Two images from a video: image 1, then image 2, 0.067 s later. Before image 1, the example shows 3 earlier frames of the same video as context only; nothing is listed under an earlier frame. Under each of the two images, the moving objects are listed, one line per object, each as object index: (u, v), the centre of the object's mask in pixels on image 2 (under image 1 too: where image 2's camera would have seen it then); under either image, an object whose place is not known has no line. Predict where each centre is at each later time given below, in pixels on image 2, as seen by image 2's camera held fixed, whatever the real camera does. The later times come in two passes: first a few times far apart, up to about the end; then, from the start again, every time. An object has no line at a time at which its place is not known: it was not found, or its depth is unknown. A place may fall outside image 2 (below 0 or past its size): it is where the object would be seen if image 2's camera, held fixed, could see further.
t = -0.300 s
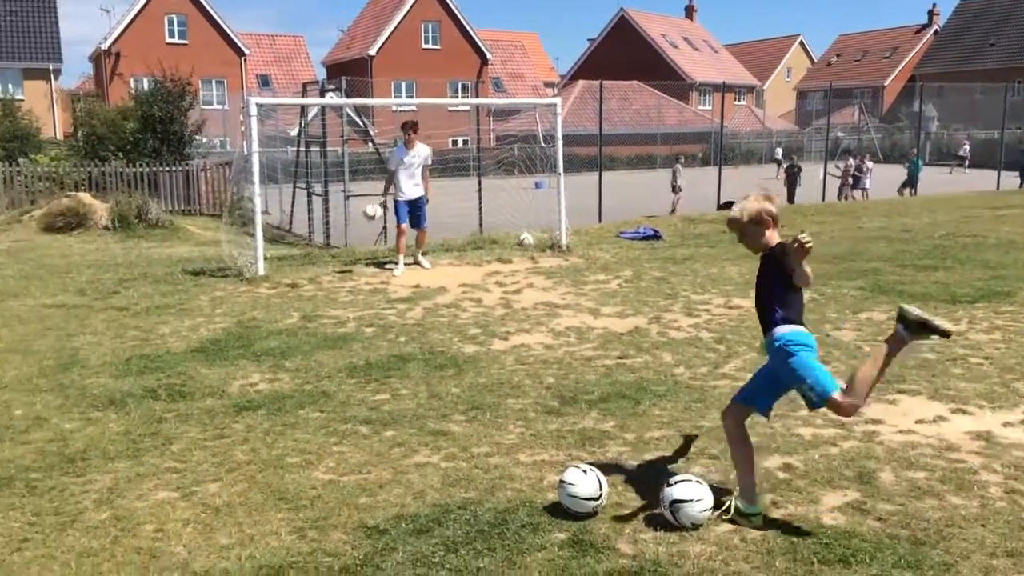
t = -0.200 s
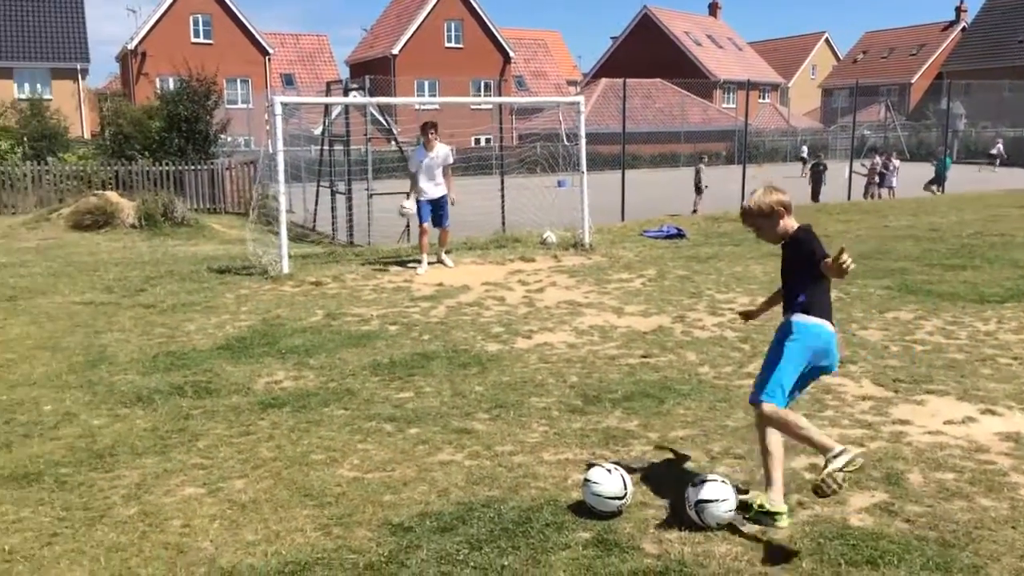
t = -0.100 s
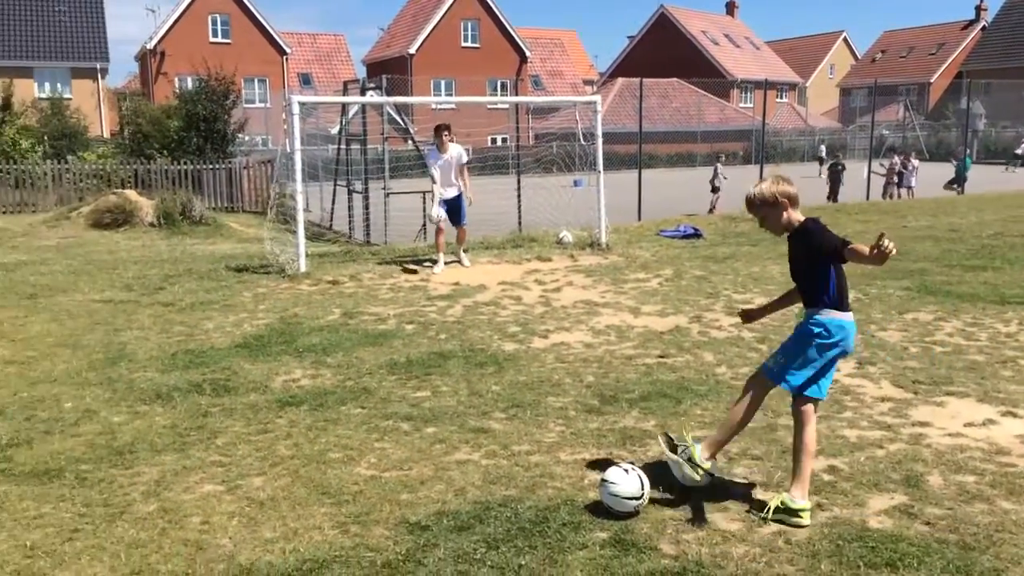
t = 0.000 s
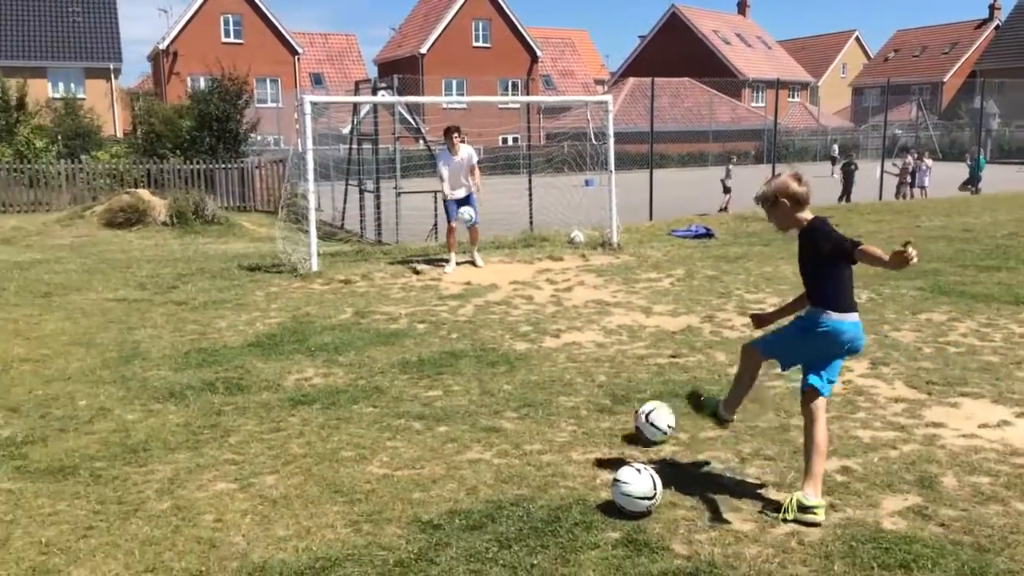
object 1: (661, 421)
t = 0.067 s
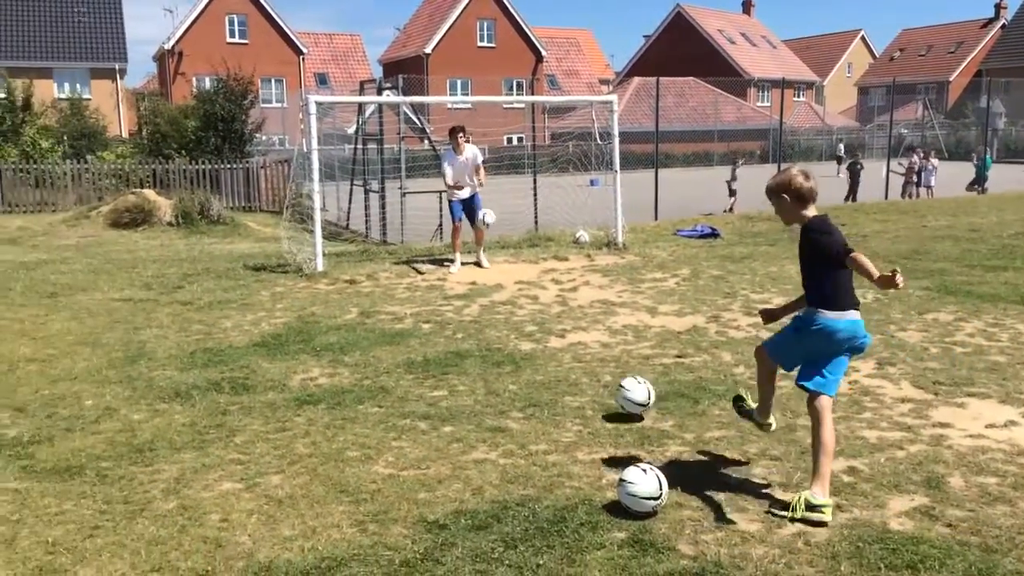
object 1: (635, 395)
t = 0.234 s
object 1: (591, 360)
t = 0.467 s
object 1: (545, 325)
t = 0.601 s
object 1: (528, 308)
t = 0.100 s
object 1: (625, 387)
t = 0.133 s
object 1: (616, 381)
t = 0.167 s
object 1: (606, 374)
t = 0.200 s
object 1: (598, 367)
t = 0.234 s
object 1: (591, 360)
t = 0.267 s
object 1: (583, 353)
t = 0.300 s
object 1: (575, 346)
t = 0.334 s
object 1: (570, 345)
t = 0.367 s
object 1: (563, 341)
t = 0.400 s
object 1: (557, 334)
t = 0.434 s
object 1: (551, 329)
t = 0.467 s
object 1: (545, 325)
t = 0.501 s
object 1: (541, 324)
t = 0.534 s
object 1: (536, 317)
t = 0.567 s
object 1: (532, 312)
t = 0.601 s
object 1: (528, 308)
